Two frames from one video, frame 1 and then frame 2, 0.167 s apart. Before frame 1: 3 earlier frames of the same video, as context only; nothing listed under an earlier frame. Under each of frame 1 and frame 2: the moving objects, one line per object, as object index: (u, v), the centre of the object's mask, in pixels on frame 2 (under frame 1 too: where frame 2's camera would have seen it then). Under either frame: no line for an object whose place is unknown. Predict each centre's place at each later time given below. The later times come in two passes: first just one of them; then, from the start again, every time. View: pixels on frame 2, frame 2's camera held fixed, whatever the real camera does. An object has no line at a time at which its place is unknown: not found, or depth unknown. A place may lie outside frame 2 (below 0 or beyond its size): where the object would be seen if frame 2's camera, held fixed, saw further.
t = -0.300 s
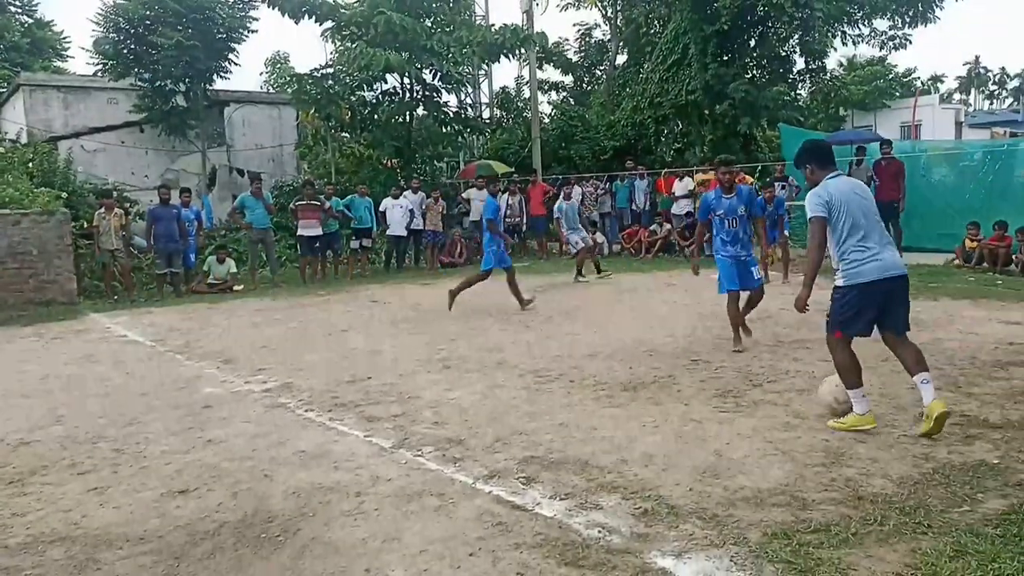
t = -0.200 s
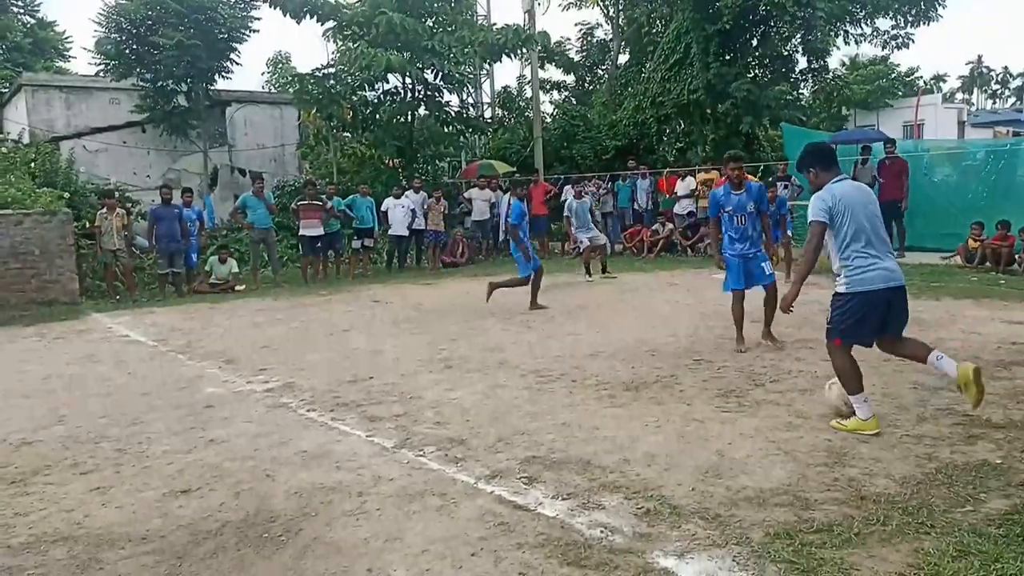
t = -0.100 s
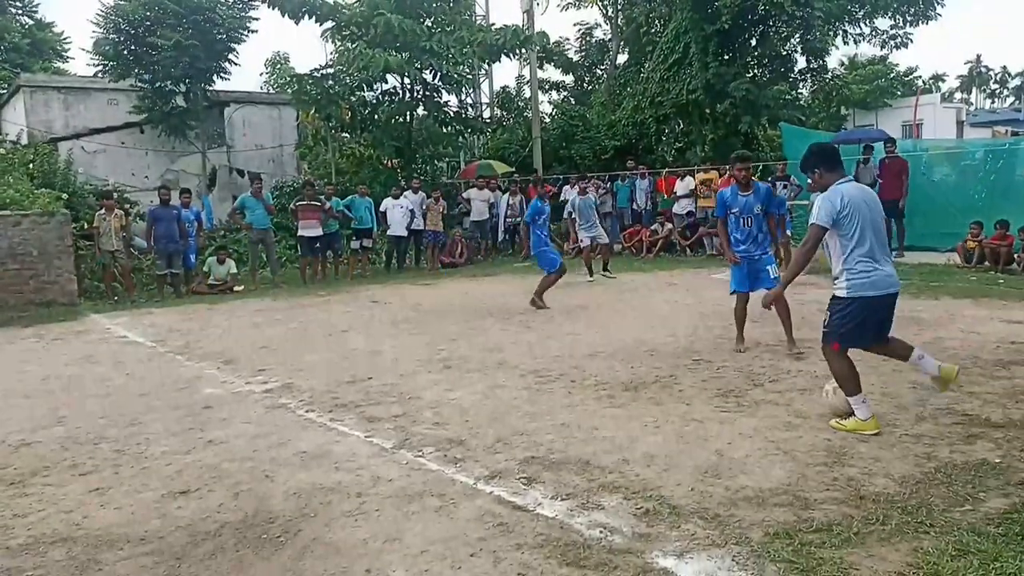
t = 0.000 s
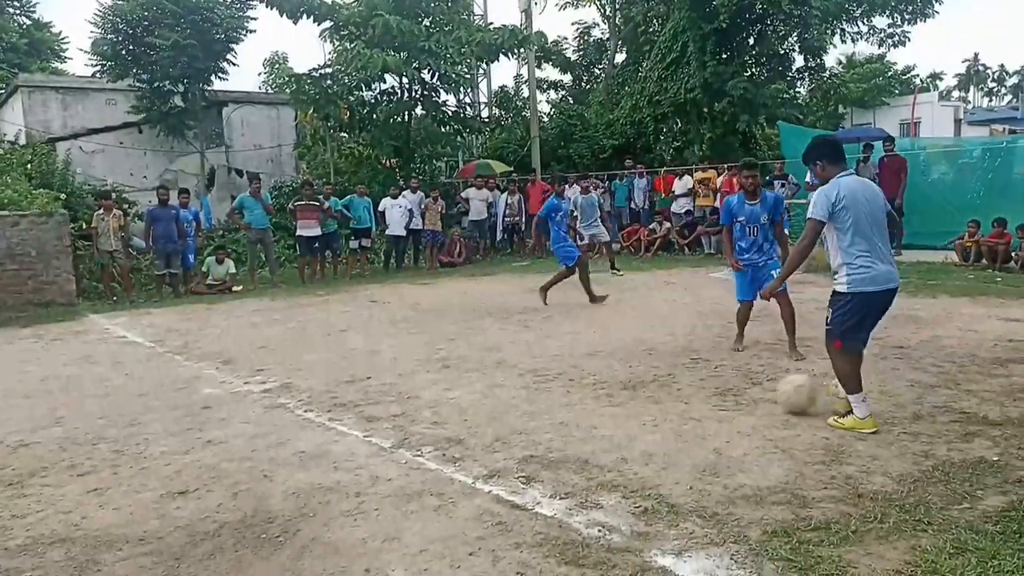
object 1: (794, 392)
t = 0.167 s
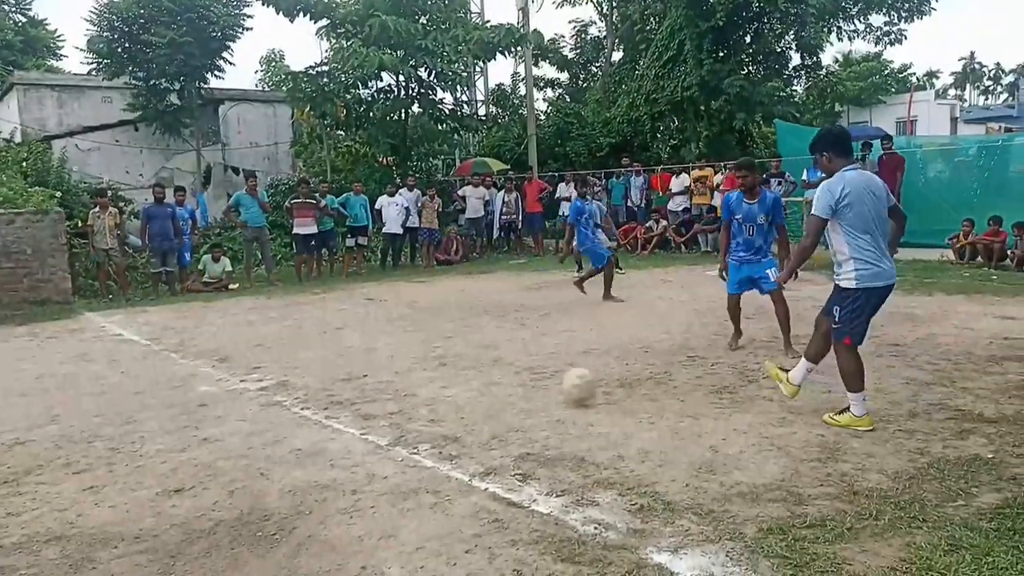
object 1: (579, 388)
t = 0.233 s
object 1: (510, 385)
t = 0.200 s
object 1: (541, 388)
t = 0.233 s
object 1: (510, 385)
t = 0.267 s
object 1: (480, 382)
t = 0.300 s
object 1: (450, 380)
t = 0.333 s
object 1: (419, 380)
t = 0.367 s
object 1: (390, 383)
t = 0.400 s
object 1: (361, 389)
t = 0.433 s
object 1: (336, 391)
